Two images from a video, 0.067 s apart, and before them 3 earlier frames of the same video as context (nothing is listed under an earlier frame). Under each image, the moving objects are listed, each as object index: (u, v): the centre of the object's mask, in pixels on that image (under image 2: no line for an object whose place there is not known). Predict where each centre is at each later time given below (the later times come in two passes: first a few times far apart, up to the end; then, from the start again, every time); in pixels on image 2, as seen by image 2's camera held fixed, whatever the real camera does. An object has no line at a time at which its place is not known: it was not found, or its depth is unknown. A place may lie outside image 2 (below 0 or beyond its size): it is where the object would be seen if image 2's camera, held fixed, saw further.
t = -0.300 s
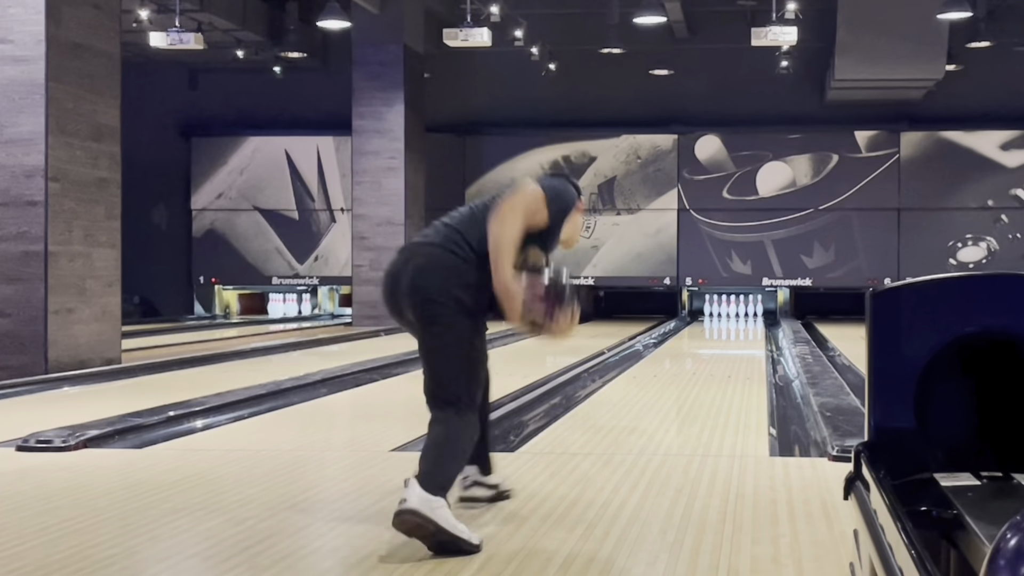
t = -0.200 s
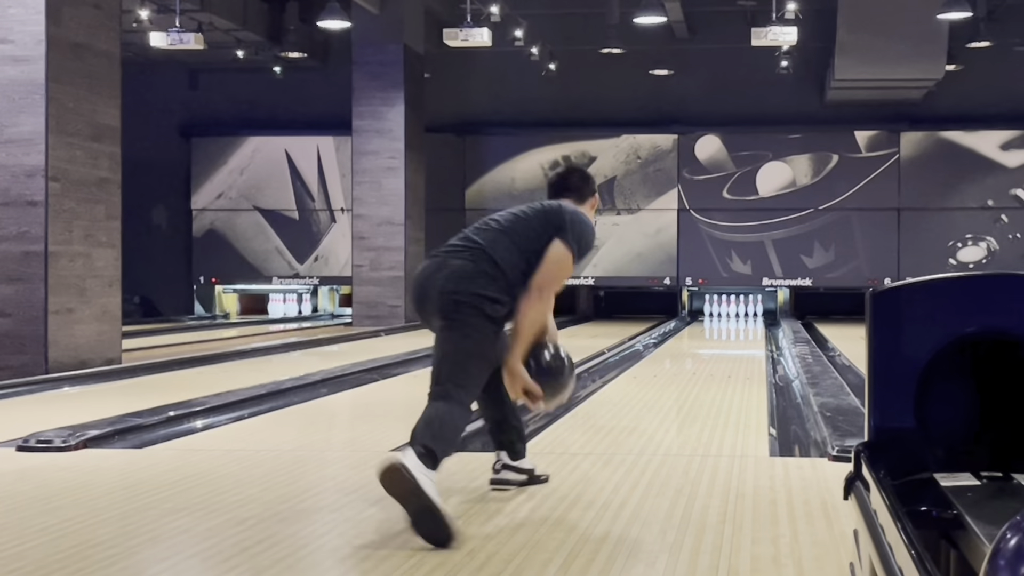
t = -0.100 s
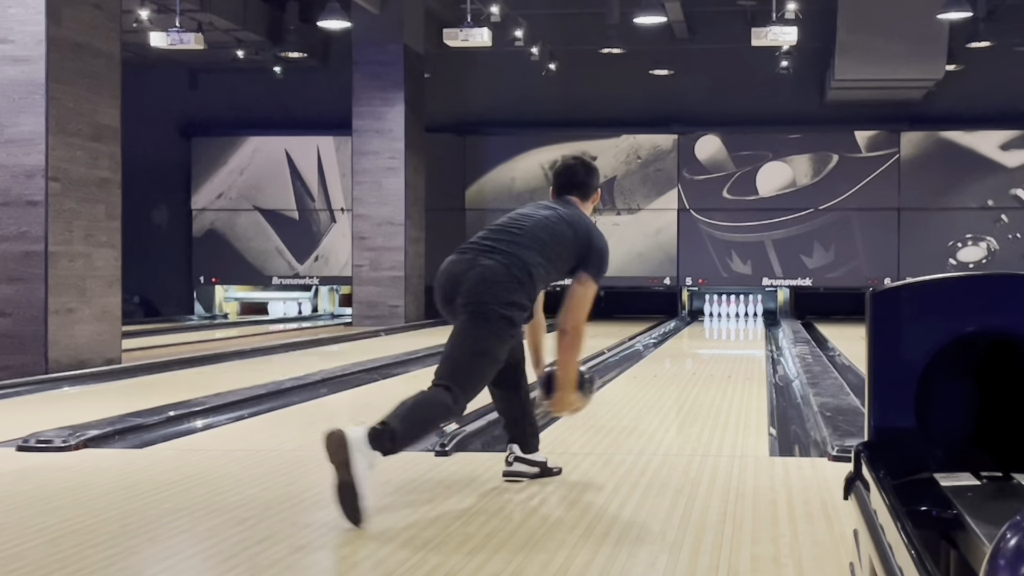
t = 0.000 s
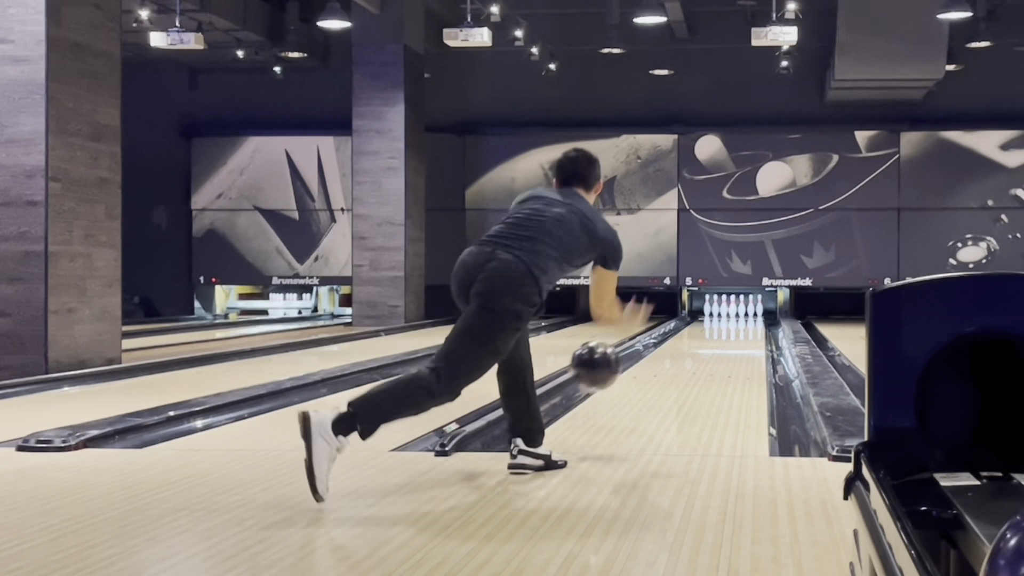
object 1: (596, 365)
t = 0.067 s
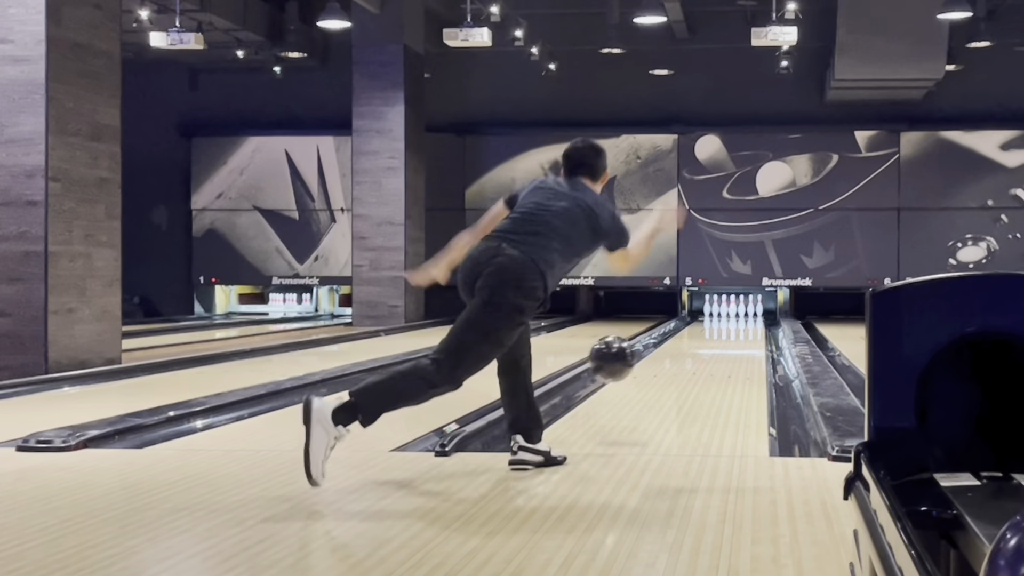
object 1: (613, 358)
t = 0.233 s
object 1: (644, 380)
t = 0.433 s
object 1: (672, 374)
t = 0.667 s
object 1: (695, 358)
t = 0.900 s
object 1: (711, 348)
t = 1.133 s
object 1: (722, 339)
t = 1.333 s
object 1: (729, 333)
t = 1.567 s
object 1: (736, 327)
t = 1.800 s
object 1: (742, 323)
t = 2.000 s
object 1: (745, 320)
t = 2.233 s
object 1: (746, 316)
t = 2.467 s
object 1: (743, 314)
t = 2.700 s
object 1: (737, 312)
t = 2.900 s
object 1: (736, 311)
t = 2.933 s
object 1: (736, 310)
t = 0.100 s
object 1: (620, 359)
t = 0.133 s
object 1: (626, 361)
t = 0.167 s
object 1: (632, 366)
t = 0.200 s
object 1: (638, 371)
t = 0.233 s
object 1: (644, 380)
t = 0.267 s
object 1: (650, 389)
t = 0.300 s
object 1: (655, 383)
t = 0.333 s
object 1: (659, 380)
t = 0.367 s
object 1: (664, 379)
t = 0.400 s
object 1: (668, 376)
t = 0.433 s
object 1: (672, 374)
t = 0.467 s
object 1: (676, 371)
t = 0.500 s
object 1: (679, 369)
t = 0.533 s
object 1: (683, 367)
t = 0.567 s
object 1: (686, 364)
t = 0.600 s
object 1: (689, 362)
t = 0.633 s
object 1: (692, 360)
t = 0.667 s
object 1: (695, 358)
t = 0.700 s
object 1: (698, 357)
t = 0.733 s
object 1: (700, 355)
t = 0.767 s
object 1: (702, 354)
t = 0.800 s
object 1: (705, 352)
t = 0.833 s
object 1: (707, 350)
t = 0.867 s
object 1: (709, 349)
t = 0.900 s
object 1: (711, 348)
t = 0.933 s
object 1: (712, 346)
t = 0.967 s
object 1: (714, 345)
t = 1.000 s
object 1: (716, 344)
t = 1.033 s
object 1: (718, 343)
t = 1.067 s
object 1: (719, 341)
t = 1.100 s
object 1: (720, 340)
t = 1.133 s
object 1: (722, 339)
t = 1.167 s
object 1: (723, 338)
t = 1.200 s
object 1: (725, 337)
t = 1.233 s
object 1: (726, 336)
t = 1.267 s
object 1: (727, 335)
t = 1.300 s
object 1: (728, 334)
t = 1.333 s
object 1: (729, 333)
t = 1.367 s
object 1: (731, 333)
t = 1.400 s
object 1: (732, 332)
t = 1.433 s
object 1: (733, 331)
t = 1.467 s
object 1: (734, 330)
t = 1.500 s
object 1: (735, 329)
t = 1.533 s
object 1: (735, 328)
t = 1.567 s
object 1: (736, 327)
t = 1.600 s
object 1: (737, 327)
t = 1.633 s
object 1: (738, 326)
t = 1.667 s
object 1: (739, 326)
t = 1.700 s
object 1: (740, 325)
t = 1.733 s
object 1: (740, 325)
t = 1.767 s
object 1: (741, 324)
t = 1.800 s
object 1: (742, 323)
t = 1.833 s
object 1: (742, 322)
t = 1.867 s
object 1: (743, 322)
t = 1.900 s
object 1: (743, 321)
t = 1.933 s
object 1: (744, 320)
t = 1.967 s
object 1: (744, 320)
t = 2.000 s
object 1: (745, 320)
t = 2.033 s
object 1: (745, 319)
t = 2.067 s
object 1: (746, 319)
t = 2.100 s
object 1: (746, 318)
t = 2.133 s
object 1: (746, 318)
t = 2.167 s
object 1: (746, 317)
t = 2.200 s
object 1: (746, 317)
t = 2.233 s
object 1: (746, 316)
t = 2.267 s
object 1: (746, 316)
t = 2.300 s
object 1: (746, 315)
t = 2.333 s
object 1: (745, 315)
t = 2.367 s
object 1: (745, 315)
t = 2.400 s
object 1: (744, 314)
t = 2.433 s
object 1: (744, 314)
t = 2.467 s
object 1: (743, 314)
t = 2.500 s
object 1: (742, 314)
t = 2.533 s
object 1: (741, 313)
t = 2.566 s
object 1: (741, 314)
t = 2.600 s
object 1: (740, 312)
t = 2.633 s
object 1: (739, 312)
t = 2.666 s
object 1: (738, 312)
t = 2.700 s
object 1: (737, 312)
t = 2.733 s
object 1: (737, 312)
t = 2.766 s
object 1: (737, 311)
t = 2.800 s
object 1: (737, 311)
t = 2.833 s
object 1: (736, 311)
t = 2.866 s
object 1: (736, 311)
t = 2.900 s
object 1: (736, 311)
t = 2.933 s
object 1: (736, 310)
